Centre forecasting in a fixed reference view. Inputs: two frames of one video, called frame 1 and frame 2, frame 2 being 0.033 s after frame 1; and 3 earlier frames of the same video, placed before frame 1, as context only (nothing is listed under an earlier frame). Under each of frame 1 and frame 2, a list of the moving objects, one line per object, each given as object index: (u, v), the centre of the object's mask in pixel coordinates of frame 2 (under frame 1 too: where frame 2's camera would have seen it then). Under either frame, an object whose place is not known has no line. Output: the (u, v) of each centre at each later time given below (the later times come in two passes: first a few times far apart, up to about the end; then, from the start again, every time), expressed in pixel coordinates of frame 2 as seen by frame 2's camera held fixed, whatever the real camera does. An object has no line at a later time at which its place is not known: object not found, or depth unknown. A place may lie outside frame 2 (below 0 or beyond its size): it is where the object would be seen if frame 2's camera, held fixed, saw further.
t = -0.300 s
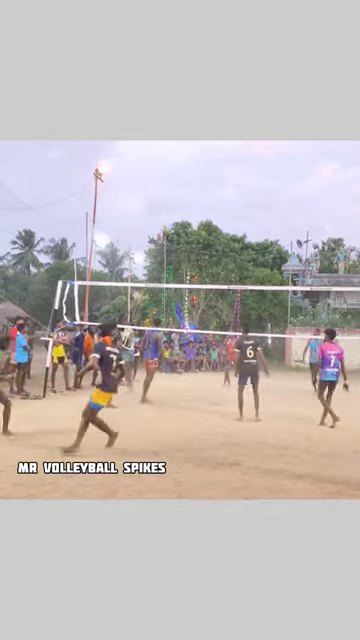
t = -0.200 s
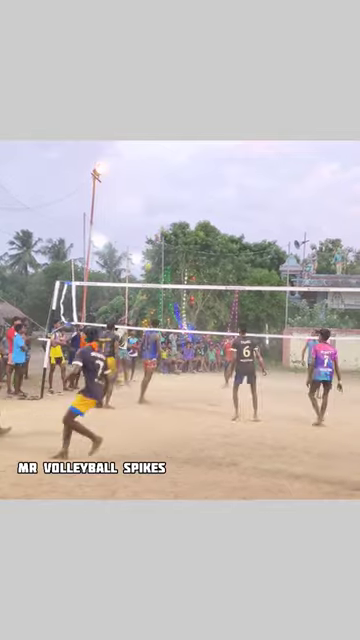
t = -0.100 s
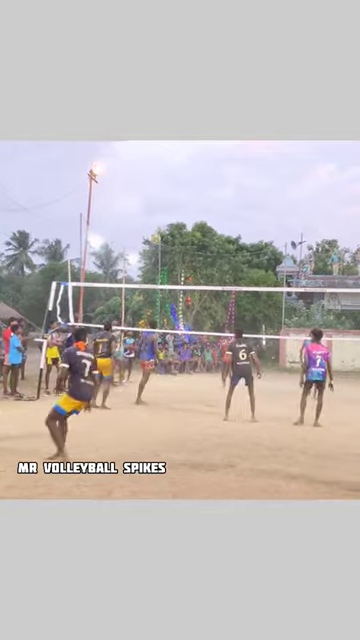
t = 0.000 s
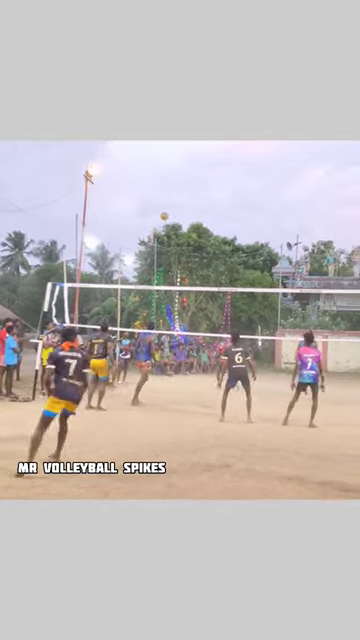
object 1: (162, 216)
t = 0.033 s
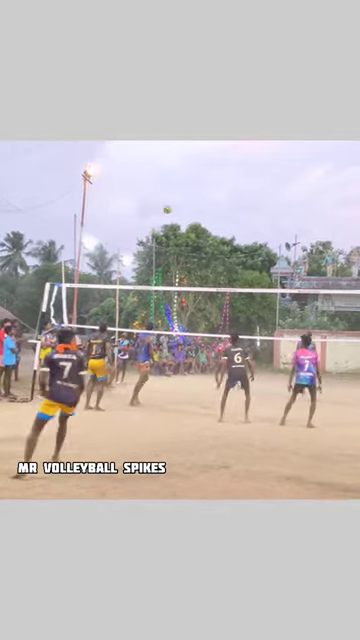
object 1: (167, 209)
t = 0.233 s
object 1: (190, 176)
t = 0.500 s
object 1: (221, 158)
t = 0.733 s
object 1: (247, 166)
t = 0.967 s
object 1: (273, 196)
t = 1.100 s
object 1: (288, 224)
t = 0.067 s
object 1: (171, 203)
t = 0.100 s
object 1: (174, 196)
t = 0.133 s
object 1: (179, 191)
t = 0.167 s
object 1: (183, 186)
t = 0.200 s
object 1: (186, 181)
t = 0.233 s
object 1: (190, 176)
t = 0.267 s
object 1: (194, 173)
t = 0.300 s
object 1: (198, 169)
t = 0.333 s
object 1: (202, 166)
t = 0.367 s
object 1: (206, 164)
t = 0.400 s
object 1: (210, 162)
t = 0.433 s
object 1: (213, 160)
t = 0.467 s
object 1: (217, 159)
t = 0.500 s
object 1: (221, 158)
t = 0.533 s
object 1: (225, 157)
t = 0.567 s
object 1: (229, 158)
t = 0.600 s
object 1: (232, 158)
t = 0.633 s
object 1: (236, 160)
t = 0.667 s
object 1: (240, 161)
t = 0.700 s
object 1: (244, 163)
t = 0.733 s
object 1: (247, 166)
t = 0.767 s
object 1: (251, 168)
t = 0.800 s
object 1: (255, 172)
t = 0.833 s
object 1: (259, 176)
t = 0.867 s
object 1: (262, 180)
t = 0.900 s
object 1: (265, 185)
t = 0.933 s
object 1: (270, 190)
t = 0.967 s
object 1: (273, 196)
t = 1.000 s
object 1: (277, 202)
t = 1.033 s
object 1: (281, 209)
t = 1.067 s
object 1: (284, 216)
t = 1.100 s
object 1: (288, 224)
